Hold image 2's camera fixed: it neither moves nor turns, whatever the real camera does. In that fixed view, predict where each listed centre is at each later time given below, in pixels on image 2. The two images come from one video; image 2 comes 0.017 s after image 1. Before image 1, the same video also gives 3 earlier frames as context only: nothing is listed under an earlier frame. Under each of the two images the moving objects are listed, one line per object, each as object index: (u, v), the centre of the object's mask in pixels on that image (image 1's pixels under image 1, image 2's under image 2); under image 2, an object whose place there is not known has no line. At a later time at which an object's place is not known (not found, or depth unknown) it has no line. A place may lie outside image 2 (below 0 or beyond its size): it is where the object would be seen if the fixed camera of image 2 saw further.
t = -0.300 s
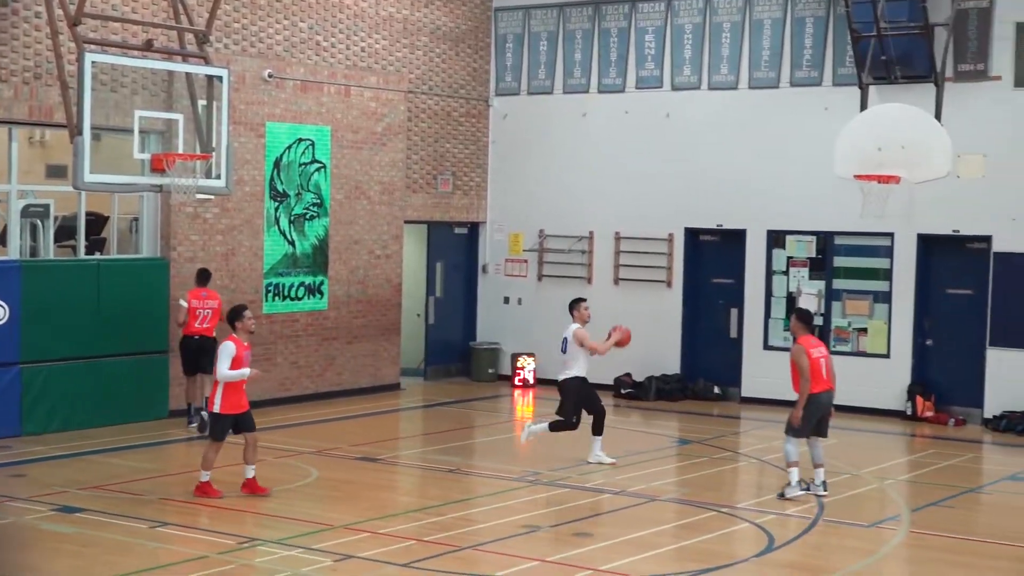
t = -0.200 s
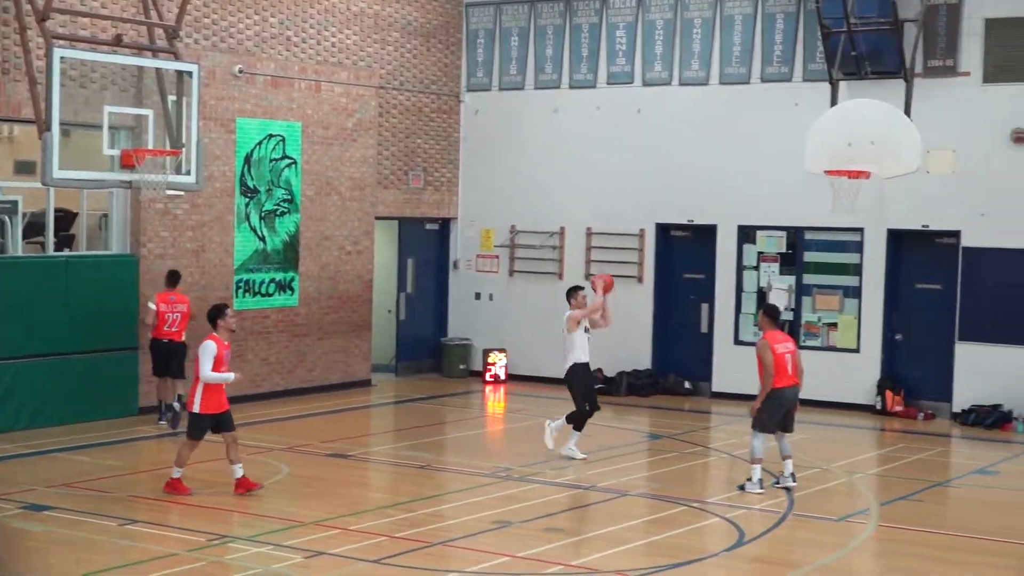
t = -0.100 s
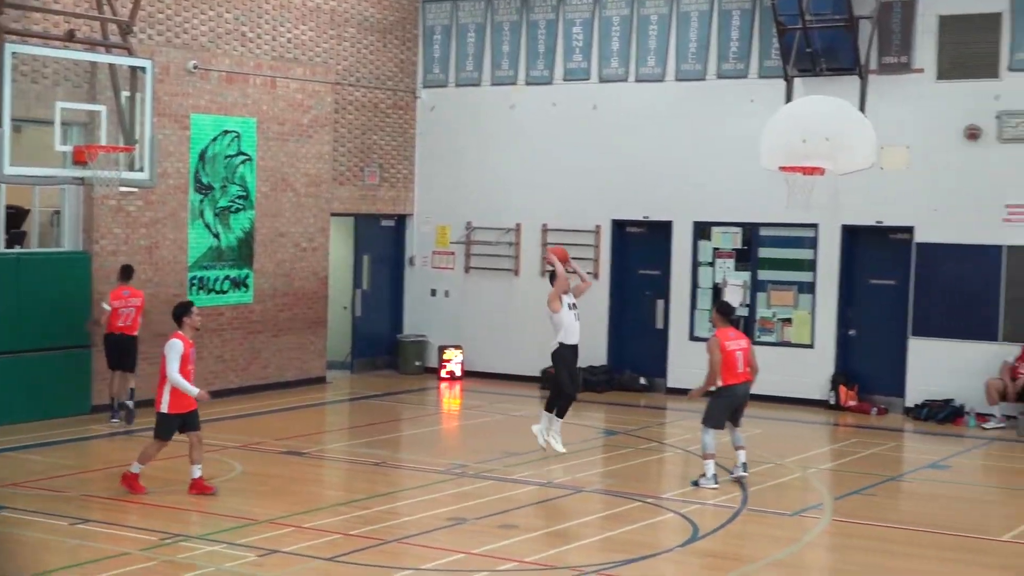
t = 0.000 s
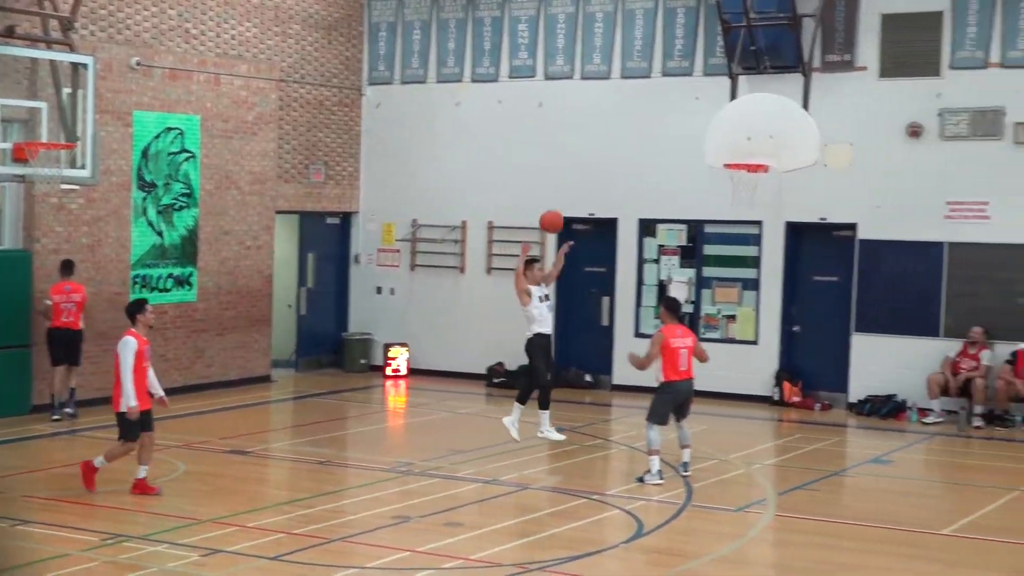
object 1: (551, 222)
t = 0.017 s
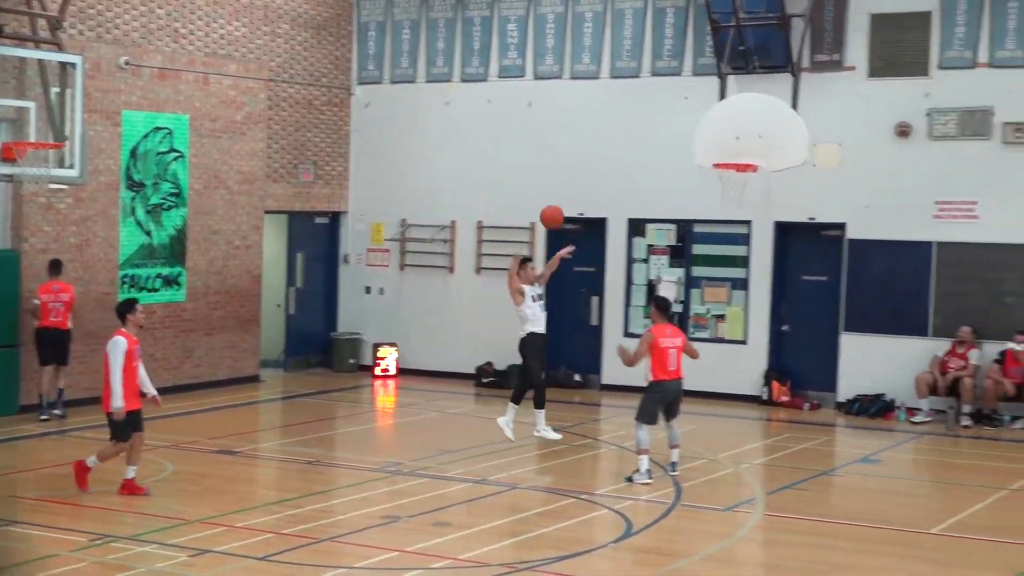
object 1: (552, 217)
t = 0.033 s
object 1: (564, 212)
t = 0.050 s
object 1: (576, 208)
